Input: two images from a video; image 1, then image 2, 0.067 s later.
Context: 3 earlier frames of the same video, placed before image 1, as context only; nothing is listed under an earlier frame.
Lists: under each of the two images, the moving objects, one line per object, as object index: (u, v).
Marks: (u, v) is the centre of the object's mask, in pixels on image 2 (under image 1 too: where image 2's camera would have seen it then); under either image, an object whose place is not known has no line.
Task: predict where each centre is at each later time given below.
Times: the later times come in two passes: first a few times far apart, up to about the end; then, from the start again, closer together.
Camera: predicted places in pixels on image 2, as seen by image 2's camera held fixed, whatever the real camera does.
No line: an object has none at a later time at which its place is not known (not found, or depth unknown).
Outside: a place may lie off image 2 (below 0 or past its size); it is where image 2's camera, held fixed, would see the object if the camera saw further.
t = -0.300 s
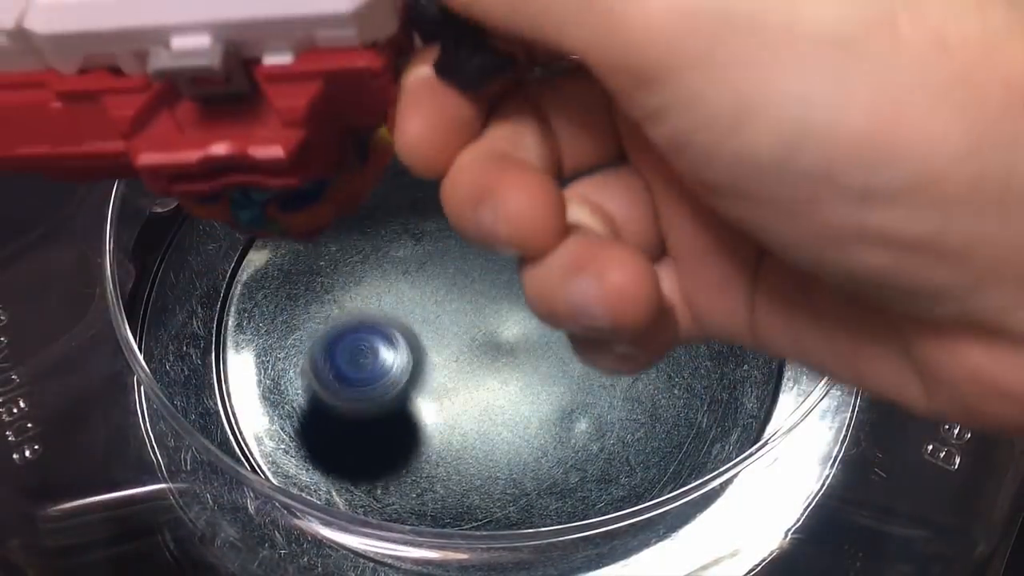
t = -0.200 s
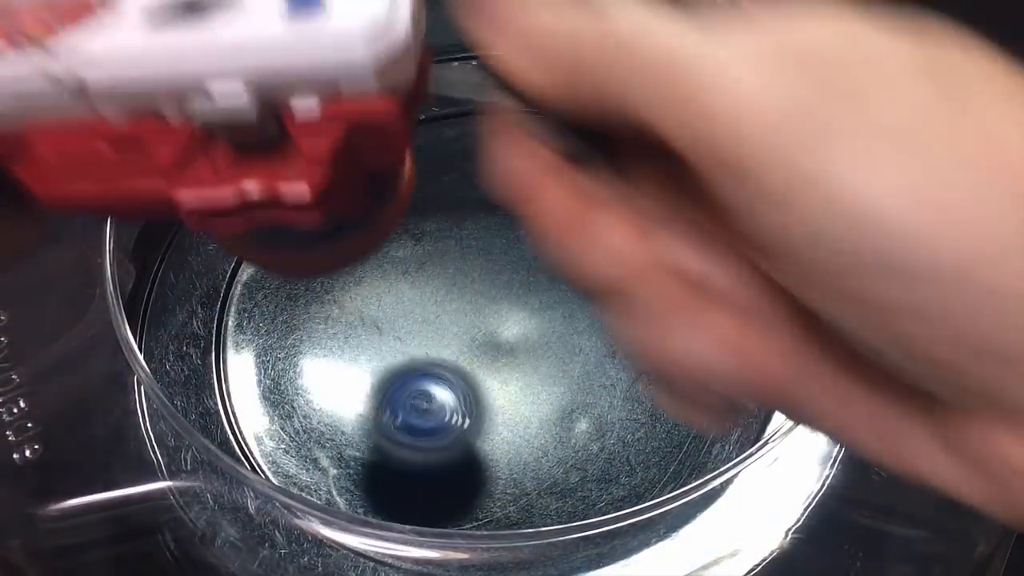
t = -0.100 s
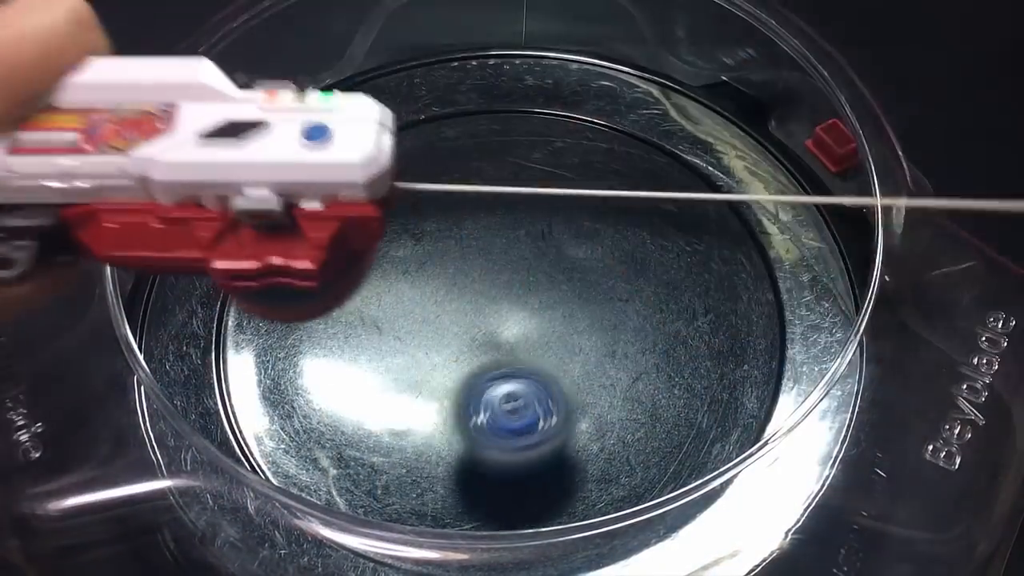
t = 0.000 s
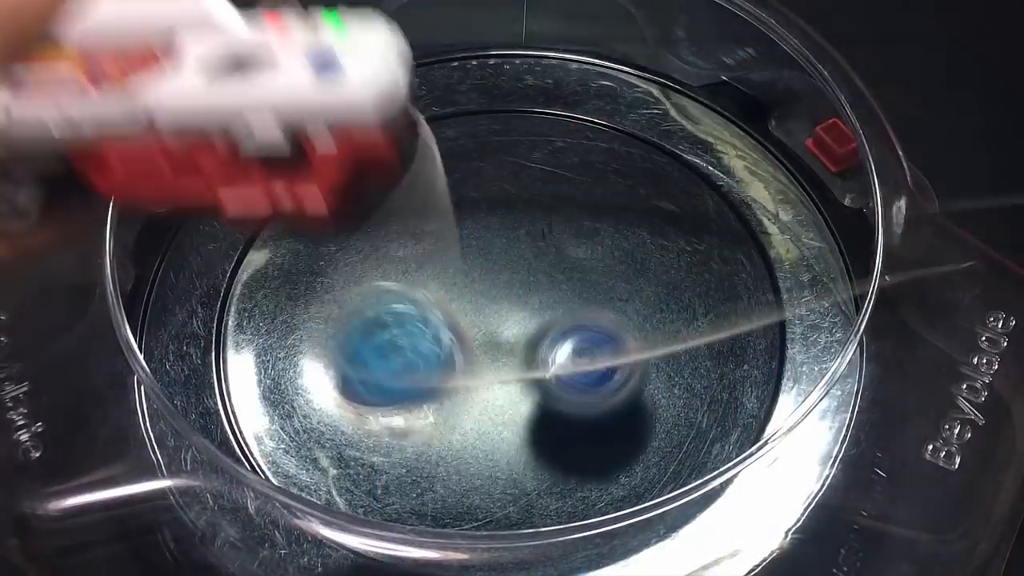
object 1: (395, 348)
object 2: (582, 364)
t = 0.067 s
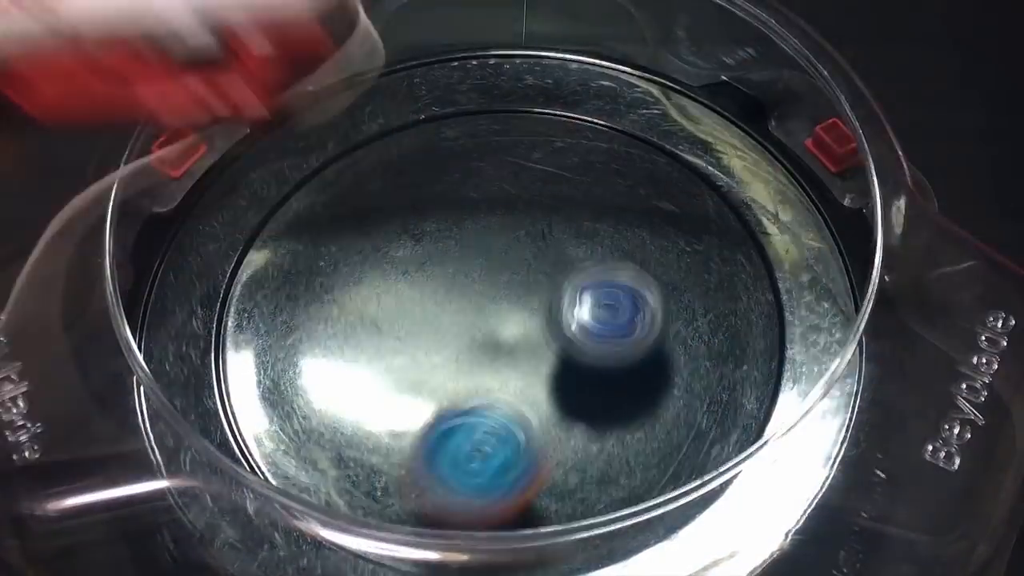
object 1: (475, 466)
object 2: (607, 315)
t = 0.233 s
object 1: (664, 364)
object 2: (581, 207)
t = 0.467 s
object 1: (666, 176)
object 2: (447, 183)
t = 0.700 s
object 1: (425, 129)
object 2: (368, 300)
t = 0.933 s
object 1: (232, 335)
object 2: (509, 387)
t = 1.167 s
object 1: (494, 527)
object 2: (638, 292)
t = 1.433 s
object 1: (774, 264)
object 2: (542, 180)
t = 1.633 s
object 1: (553, 91)
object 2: (410, 234)
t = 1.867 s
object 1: (242, 218)
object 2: (452, 387)
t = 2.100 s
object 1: (361, 513)
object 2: (617, 388)
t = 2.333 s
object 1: (748, 409)
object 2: (637, 254)
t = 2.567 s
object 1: (660, 125)
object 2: (474, 222)
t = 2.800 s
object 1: (338, 127)
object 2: (396, 359)
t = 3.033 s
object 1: (230, 410)
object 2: (525, 428)
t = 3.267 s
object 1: (601, 520)
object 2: (606, 309)
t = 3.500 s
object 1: (771, 251)
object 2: (472, 238)
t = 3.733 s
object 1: (526, 86)
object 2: (381, 325)
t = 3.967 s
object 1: (246, 212)
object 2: (471, 388)
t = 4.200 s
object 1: (314, 505)
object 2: (528, 335)
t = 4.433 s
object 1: (697, 478)
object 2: (521, 297)
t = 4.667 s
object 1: (741, 195)
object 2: (495, 284)
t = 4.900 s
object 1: (476, 87)
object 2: (485, 286)
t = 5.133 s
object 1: (234, 242)
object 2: (493, 291)
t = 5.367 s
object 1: (340, 509)
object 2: (505, 293)
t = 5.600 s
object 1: (704, 466)
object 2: (515, 294)
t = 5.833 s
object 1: (744, 201)
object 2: (516, 298)
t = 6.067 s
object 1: (496, 91)
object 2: (514, 299)
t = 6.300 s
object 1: (267, 230)
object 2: (520, 308)
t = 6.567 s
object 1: (412, 488)
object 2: (517, 324)
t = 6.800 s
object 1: (714, 410)
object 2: (507, 324)
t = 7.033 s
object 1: (692, 175)
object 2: (501, 326)
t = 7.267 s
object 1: (438, 128)
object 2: (498, 326)
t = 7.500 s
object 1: (278, 317)
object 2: (485, 329)
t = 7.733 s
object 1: (486, 486)
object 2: (487, 323)
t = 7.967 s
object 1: (720, 344)
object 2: (491, 320)
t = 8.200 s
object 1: (604, 152)
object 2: (493, 316)
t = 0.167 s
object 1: (603, 389)
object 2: (604, 243)
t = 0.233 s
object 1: (664, 364)
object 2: (581, 207)
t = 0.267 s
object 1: (681, 328)
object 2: (565, 195)
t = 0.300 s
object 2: (549, 184)
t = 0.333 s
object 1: (704, 279)
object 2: (529, 177)
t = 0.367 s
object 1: (706, 250)
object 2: (511, 173)
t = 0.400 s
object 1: (698, 224)
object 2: (488, 176)
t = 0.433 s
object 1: (685, 199)
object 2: (467, 178)
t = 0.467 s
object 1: (666, 176)
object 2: (447, 183)
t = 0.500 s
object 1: (642, 158)
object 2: (425, 194)
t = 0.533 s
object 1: (612, 141)
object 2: (408, 204)
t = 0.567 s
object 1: (578, 129)
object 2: (393, 217)
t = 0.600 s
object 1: (541, 122)
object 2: (380, 234)
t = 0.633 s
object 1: (503, 120)
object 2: (371, 255)
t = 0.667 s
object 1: (464, 122)
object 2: (366, 275)
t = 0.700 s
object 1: (425, 129)
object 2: (368, 300)
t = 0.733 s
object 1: (383, 142)
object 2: (373, 321)
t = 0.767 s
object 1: (345, 160)
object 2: (388, 343)
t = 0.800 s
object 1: (310, 185)
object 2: (408, 360)
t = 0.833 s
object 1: (280, 215)
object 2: (429, 372)
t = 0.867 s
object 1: (255, 250)
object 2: (456, 381)
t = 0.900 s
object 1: (239, 290)
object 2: (483, 386)
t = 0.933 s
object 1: (232, 335)
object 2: (509, 387)
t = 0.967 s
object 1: (236, 376)
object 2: (536, 384)
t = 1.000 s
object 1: (258, 419)
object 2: (562, 375)
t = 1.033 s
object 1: (293, 449)
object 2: (584, 362)
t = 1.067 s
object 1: (316, 499)
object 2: (604, 346)
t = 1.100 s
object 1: (369, 513)
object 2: (619, 328)
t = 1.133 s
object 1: (427, 523)
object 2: (631, 311)
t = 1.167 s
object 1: (494, 527)
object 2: (638, 292)
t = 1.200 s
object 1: (556, 527)
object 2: (641, 272)
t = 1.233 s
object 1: (615, 515)
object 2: (637, 253)
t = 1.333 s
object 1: (746, 409)
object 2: (607, 202)
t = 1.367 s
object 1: (765, 361)
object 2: (586, 196)
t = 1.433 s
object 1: (774, 264)
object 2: (542, 180)
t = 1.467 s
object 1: (756, 221)
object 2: (516, 179)
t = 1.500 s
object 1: (728, 180)
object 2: (491, 181)
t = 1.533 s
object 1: (692, 146)
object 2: (465, 188)
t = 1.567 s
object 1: (649, 120)
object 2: (443, 200)
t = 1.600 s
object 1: (602, 101)
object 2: (425, 215)
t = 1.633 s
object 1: (553, 91)
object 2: (410, 234)
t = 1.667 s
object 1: (501, 86)
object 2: (399, 257)
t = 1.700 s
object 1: (452, 90)
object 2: (394, 280)
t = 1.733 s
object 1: (401, 101)
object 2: (394, 303)
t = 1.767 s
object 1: (354, 121)
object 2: (400, 327)
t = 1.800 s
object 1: (310, 145)
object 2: (414, 351)
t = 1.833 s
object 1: (273, 179)
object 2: (431, 371)
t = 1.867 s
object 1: (242, 218)
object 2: (452, 387)
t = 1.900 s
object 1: (221, 264)
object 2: (475, 401)
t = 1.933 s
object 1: (210, 310)
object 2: (497, 410)
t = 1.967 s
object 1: (213, 360)
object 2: (523, 415)
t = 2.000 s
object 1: (235, 407)
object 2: (550, 414)
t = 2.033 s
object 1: (272, 442)
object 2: (574, 409)
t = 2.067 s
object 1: (305, 501)
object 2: (597, 401)
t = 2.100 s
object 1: (361, 513)
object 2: (617, 388)
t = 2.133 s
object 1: (423, 519)
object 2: (634, 373)
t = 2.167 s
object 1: (497, 527)
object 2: (645, 356)
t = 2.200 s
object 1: (556, 526)
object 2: (654, 336)
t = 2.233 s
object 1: (618, 514)
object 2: (659, 314)
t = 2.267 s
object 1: (671, 494)
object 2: (656, 294)
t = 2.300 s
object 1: (714, 460)
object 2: (649, 273)
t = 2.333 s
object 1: (748, 409)
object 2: (637, 254)
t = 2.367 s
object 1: (766, 359)
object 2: (621, 238)
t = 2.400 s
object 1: (780, 315)
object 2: (601, 224)
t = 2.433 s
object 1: (775, 265)
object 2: (578, 215)
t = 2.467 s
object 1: (759, 225)
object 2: (552, 210)
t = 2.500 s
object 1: (733, 186)
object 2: (525, 209)
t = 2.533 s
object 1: (698, 152)
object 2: (500, 213)
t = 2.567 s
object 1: (660, 125)
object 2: (474, 222)
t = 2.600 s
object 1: (616, 106)
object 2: (452, 235)
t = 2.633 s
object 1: (571, 92)
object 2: (433, 251)
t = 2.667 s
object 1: (524, 86)
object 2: (416, 270)
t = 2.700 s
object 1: (476, 87)
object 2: (405, 290)
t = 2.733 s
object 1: (428, 93)
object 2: (396, 312)
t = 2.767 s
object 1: (381, 107)
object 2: (393, 336)
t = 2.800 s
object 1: (338, 127)
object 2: (396, 359)
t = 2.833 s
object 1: (298, 154)
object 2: (403, 378)
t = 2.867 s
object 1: (264, 186)
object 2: (415, 396)
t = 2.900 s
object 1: (236, 225)
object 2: (430, 411)
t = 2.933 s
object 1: (219, 270)
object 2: (450, 422)
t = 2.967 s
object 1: (209, 318)
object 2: (473, 428)
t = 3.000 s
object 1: (214, 363)
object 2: (499, 430)
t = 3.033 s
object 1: (230, 410)
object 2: (525, 428)
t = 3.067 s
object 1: (259, 460)
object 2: (551, 419)
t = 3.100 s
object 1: (301, 498)
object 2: (574, 408)
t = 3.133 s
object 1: (354, 511)
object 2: (591, 390)
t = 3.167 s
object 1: (417, 519)
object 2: (604, 370)
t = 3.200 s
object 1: (481, 526)
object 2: (610, 349)
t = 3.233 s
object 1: (543, 529)
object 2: (611, 329)
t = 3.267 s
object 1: (601, 520)
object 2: (606, 309)
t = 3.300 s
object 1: (656, 506)
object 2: (596, 289)
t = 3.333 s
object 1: (699, 473)
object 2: (582, 272)
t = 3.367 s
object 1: (738, 431)
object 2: (564, 259)
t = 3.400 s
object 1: (755, 379)
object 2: (543, 247)
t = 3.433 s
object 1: (776, 338)
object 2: (519, 240)
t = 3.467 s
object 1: (780, 294)
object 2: (496, 237)
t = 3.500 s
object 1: (771, 251)
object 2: (472, 238)
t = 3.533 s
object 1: (751, 210)
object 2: (449, 242)
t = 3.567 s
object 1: (725, 176)
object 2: (429, 249)
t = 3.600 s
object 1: (693, 146)
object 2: (412, 261)
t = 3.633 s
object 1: (656, 122)
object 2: (397, 275)
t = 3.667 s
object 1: (614, 105)
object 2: (388, 290)
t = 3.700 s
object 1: (571, 92)
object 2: (382, 307)
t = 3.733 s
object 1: (526, 86)
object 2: (381, 325)
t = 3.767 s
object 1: (480, 86)
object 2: (386, 342)
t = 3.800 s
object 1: (436, 91)
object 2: (395, 357)
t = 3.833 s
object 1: (390, 104)
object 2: (407, 370)
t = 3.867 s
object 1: (348, 123)
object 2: (423, 379)
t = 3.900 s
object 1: (308, 146)
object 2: (439, 385)
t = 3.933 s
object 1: (275, 177)
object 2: (456, 389)
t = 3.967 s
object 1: (246, 212)
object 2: (471, 388)
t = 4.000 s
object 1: (226, 251)
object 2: (485, 385)
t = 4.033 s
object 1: (214, 295)
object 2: (497, 379)
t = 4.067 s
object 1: (210, 341)
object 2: (507, 372)
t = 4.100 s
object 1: (223, 384)
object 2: (514, 363)
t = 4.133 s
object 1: (247, 423)
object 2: (520, 353)
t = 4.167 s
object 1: (272, 471)
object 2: (525, 344)
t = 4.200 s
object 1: (314, 505)
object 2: (528, 335)
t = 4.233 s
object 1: (370, 514)
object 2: (529, 327)
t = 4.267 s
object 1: (427, 520)
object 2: (530, 319)
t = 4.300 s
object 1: (491, 526)
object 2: (530, 314)
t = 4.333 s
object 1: (549, 528)
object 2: (529, 308)
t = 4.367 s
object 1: (603, 518)
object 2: (527, 304)
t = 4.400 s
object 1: (654, 507)
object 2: (524, 301)
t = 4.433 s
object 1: (697, 478)
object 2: (521, 297)
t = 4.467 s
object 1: (732, 437)
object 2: (518, 295)
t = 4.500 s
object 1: (760, 395)
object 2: (514, 292)
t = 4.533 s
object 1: (770, 352)
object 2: (510, 290)
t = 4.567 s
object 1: (781, 310)
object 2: (505, 288)
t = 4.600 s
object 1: (777, 269)
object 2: (502, 287)
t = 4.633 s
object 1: (763, 230)
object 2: (498, 286)
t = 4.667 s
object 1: (741, 195)
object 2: (495, 284)
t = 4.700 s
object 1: (712, 163)
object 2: (491, 284)
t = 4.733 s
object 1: (680, 137)
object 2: (488, 284)
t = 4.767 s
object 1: (644, 116)
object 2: (485, 284)
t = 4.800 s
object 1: (604, 101)
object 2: (484, 285)
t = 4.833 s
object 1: (562, 91)
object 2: (484, 285)
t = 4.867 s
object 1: (517, 86)
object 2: (484, 286)
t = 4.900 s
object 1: (476, 87)
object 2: (485, 286)
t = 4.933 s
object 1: (432, 93)
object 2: (485, 287)
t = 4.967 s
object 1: (389, 106)
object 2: (486, 287)
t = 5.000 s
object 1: (350, 123)
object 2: (487, 288)
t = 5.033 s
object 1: (314, 146)
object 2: (489, 289)
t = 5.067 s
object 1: (281, 174)
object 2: (490, 290)
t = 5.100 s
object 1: (254, 205)
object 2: (492, 290)
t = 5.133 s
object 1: (234, 242)
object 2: (493, 291)
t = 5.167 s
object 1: (222, 284)
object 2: (495, 292)
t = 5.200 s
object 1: (216, 327)
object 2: (498, 292)
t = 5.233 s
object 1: (224, 368)
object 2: (499, 292)
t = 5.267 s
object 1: (245, 410)
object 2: (500, 292)
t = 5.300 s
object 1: (276, 441)
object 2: (502, 293)
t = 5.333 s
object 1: (300, 484)
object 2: (504, 292)
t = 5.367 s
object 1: (340, 509)
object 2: (505, 293)
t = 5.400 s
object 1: (400, 513)
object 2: (507, 293)
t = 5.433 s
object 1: (458, 521)
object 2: (509, 293)
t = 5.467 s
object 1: (513, 528)
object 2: (510, 293)
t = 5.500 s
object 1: (568, 524)
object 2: (511, 293)
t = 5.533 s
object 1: (620, 515)
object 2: (512, 294)
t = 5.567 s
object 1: (667, 496)
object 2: (514, 294)
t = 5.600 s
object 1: (704, 466)
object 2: (515, 294)
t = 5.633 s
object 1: (735, 430)
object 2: (516, 295)
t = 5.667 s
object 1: (762, 391)
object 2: (516, 296)
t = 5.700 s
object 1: (771, 349)
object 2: (517, 296)
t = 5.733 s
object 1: (780, 311)
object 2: (516, 297)
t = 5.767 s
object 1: (776, 271)
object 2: (517, 298)
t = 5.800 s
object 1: (764, 234)
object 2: (517, 298)
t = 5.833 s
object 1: (744, 201)
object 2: (516, 298)
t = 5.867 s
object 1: (718, 169)
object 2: (517, 299)
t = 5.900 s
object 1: (688, 144)
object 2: (516, 299)
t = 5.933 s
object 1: (653, 123)
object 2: (516, 299)
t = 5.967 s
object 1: (616, 108)
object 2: (515, 300)
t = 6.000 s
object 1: (576, 97)
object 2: (515, 299)
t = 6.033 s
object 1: (536, 92)
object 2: (515, 299)
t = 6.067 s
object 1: (496, 91)
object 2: (514, 299)
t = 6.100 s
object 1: (454, 95)
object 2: (514, 299)
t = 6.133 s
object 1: (415, 105)
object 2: (514, 298)
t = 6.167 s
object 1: (378, 121)
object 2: (513, 299)
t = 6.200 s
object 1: (343, 141)
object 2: (515, 300)
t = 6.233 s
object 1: (310, 167)
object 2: (516, 302)
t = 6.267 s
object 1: (285, 196)
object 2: (518, 304)
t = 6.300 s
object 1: (267, 230)
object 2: (520, 308)
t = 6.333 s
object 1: (253, 269)
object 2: (521, 311)
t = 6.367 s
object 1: (248, 308)
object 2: (522, 315)
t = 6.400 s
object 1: (251, 349)
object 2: (523, 317)
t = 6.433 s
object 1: (263, 390)
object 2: (522, 320)
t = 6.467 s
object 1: (292, 430)
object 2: (522, 322)
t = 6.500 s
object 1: (327, 457)
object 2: (520, 323)
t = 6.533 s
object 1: (368, 475)
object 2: (518, 324)
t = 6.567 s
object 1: (412, 488)
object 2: (517, 324)
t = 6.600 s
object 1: (462, 497)
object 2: (515, 324)
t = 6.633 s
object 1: (512, 498)
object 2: (514, 324)
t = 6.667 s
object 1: (567, 506)
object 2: (512, 324)
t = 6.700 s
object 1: (612, 498)
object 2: (511, 324)
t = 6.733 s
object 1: (652, 477)
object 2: (510, 324)
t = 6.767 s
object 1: (685, 437)
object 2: (509, 323)
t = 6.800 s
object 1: (714, 410)
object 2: (507, 324)
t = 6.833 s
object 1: (739, 378)
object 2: (507, 324)
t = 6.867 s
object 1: (754, 342)
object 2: (506, 325)
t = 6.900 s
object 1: (757, 304)
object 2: (504, 325)
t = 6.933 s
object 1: (752, 266)
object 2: (504, 326)
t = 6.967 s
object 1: (739, 233)
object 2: (502, 325)
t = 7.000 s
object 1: (718, 202)
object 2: (502, 326)
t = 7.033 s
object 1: (692, 175)
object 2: (501, 326)
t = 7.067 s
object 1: (661, 153)
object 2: (500, 326)
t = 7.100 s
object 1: (629, 136)
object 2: (499, 326)
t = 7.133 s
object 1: (593, 123)
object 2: (498, 326)
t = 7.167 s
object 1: (552, 117)
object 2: (498, 326)
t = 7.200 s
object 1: (514, 115)
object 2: (498, 326)
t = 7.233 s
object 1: (474, 120)
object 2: (498, 326)
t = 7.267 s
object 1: (438, 128)
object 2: (498, 326)
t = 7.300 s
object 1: (400, 143)
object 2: (498, 325)
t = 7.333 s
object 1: (367, 162)
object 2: (497, 326)
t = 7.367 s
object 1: (337, 186)
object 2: (495, 327)
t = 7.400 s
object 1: (312, 214)
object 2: (492, 327)
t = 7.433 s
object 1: (294, 245)
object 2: (489, 328)
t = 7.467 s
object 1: (282, 281)
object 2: (487, 329)
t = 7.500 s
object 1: (278, 317)
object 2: (485, 329)
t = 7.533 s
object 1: (282, 357)
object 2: (485, 328)
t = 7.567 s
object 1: (299, 396)
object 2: (484, 327)
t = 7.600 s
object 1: (321, 431)
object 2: (484, 326)
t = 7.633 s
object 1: (356, 457)
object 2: (484, 325)
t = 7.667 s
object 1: (395, 473)
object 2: (485, 324)
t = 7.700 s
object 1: (438, 481)
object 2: (486, 324)
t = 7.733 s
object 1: (486, 486)
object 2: (487, 323)
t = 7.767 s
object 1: (530, 485)
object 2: (487, 323)
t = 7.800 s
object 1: (577, 476)
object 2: (488, 323)
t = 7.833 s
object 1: (621, 461)
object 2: (489, 322)
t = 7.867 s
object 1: (657, 441)
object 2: (489, 322)
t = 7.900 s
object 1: (686, 413)
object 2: (490, 321)
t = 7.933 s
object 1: (710, 380)
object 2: (491, 321)
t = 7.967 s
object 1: (720, 344)
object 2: (491, 320)
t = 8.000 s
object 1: (723, 307)
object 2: (492, 320)
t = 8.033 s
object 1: (717, 272)
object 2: (492, 319)
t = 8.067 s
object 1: (704, 239)
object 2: (492, 318)
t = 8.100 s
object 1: (686, 212)
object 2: (493, 318)
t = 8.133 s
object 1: (662, 188)
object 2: (493, 317)
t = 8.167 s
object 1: (635, 167)
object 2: (493, 317)
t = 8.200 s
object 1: (604, 152)
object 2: (493, 316)
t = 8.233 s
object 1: (568, 140)
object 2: (494, 316)
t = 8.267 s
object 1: (533, 135)
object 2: (494, 314)
